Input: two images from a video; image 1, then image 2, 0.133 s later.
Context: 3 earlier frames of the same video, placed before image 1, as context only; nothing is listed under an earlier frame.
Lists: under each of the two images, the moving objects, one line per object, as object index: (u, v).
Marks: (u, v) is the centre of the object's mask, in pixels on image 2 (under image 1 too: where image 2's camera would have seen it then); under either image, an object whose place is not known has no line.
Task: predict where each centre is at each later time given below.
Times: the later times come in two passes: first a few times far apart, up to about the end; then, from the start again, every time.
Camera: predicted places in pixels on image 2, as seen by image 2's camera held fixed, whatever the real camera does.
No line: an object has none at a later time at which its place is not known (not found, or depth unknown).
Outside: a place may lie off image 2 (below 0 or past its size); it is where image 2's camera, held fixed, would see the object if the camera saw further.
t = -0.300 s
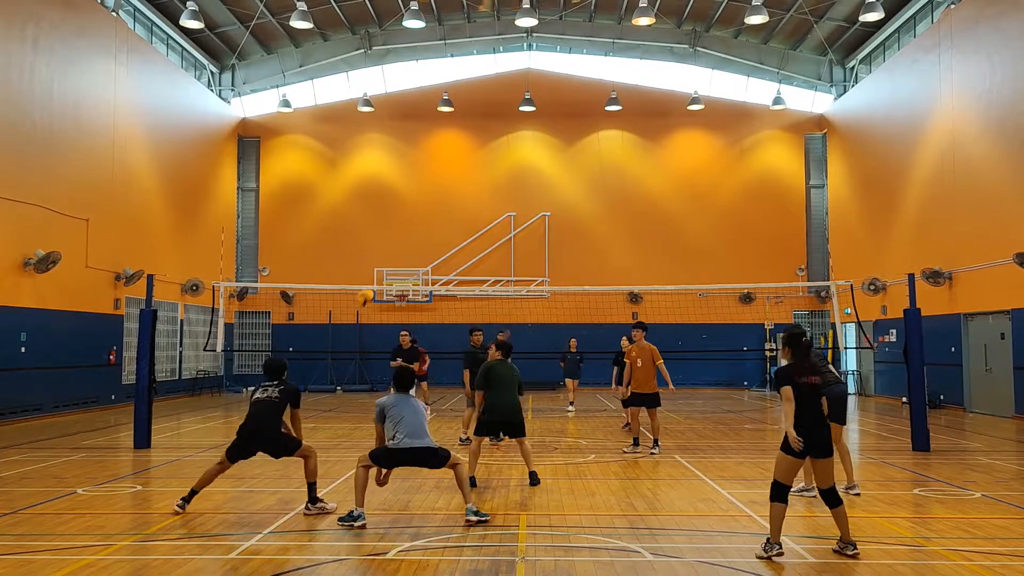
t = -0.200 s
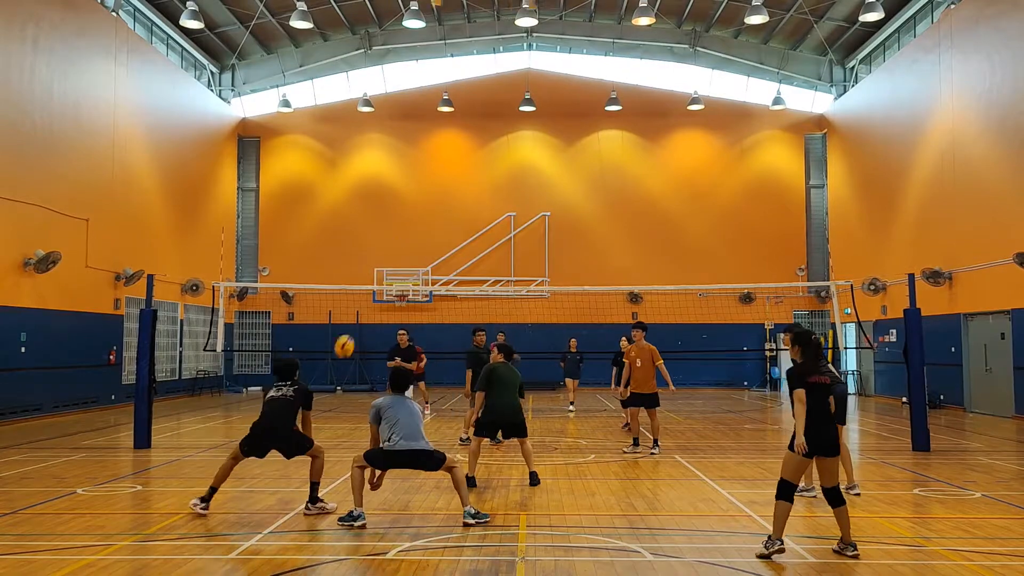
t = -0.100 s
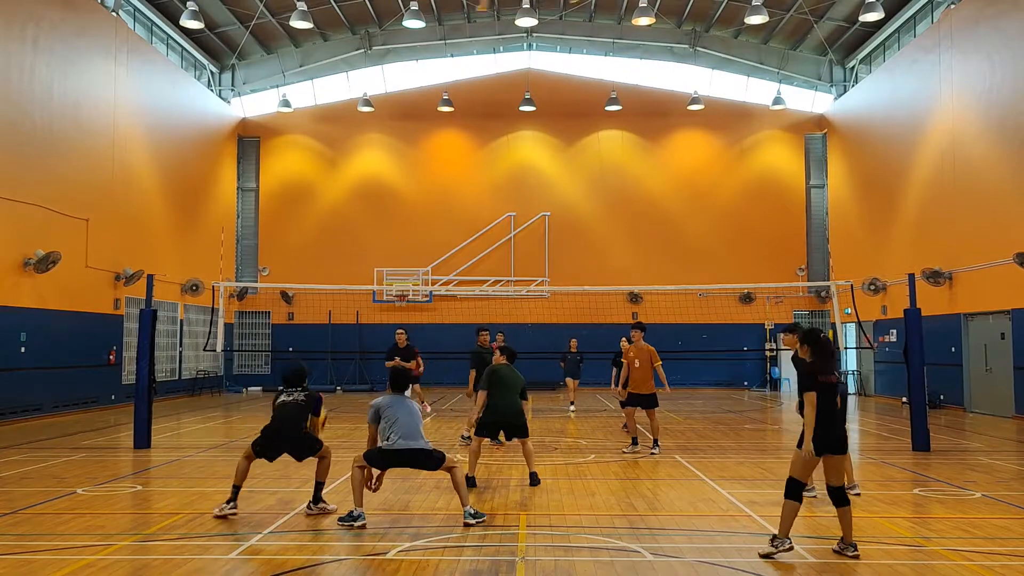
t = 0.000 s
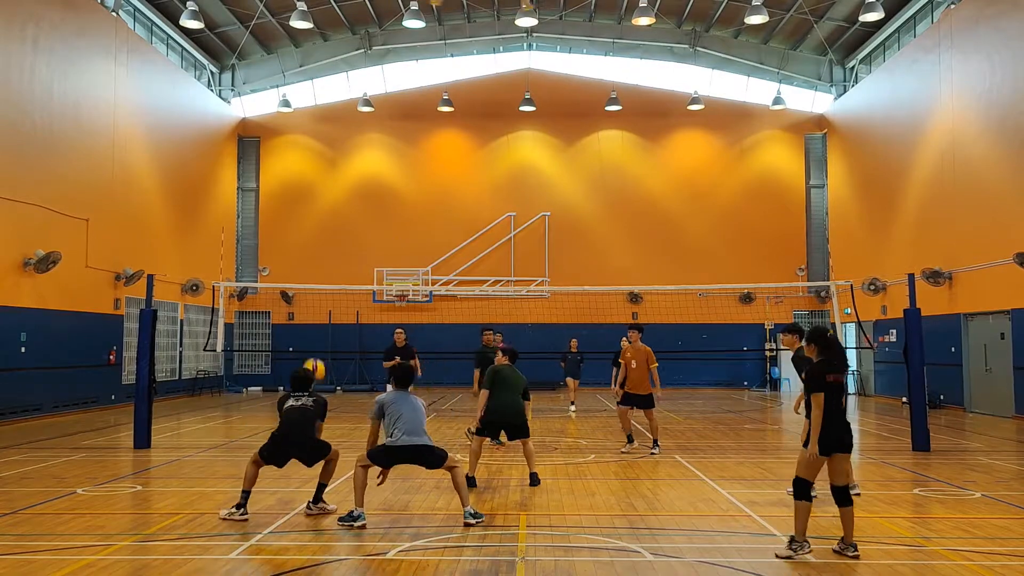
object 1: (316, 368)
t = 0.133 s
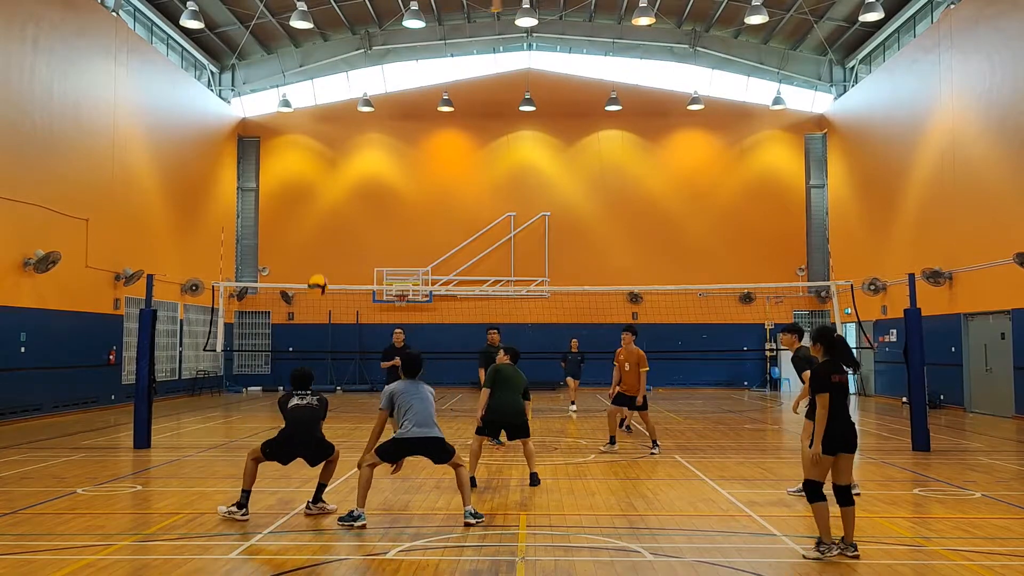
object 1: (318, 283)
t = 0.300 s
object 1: (321, 213)
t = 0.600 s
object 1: (326, 157)
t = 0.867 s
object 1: (329, 169)
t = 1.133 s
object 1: (331, 227)
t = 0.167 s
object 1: (318, 268)
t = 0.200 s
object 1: (320, 251)
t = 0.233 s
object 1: (320, 237)
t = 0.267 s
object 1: (321, 224)
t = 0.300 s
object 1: (321, 213)
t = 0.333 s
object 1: (322, 203)
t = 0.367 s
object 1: (323, 196)
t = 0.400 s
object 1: (323, 186)
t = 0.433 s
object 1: (324, 179)
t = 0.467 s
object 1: (325, 172)
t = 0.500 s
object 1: (325, 166)
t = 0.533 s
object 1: (325, 163)
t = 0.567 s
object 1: (326, 160)
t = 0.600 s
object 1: (326, 157)
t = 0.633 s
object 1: (326, 156)
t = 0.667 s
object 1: (327, 155)
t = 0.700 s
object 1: (327, 155)
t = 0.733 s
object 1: (328, 156)
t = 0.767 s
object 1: (329, 159)
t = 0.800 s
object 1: (328, 162)
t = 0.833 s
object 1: (329, 164)
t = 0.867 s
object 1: (329, 169)
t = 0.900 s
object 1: (329, 174)
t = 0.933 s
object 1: (330, 179)
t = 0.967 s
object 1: (329, 186)
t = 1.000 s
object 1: (329, 193)
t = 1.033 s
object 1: (330, 202)
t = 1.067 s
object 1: (330, 209)
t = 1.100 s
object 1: (330, 217)
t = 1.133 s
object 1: (331, 227)
